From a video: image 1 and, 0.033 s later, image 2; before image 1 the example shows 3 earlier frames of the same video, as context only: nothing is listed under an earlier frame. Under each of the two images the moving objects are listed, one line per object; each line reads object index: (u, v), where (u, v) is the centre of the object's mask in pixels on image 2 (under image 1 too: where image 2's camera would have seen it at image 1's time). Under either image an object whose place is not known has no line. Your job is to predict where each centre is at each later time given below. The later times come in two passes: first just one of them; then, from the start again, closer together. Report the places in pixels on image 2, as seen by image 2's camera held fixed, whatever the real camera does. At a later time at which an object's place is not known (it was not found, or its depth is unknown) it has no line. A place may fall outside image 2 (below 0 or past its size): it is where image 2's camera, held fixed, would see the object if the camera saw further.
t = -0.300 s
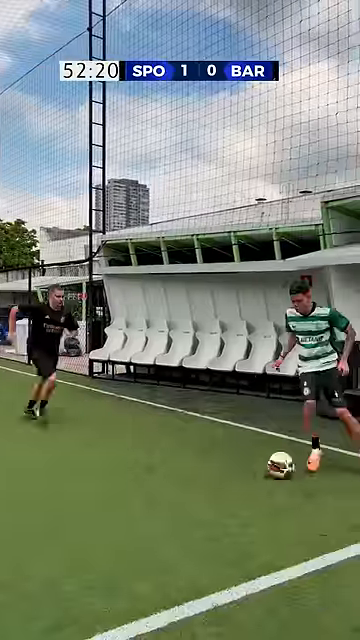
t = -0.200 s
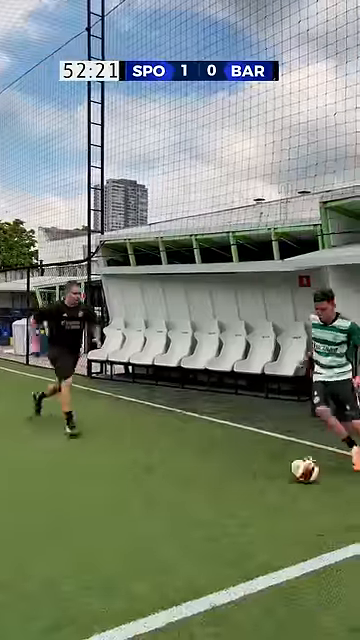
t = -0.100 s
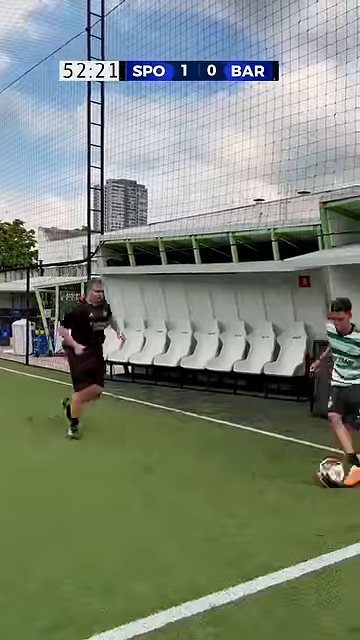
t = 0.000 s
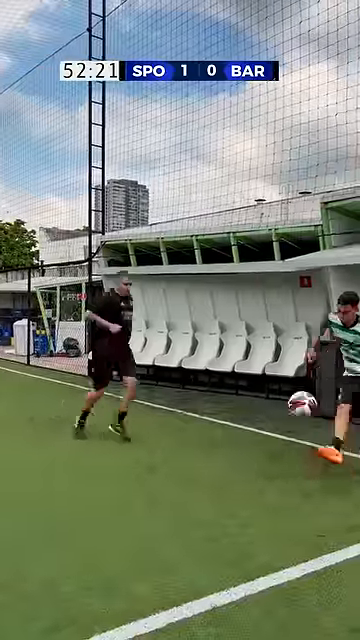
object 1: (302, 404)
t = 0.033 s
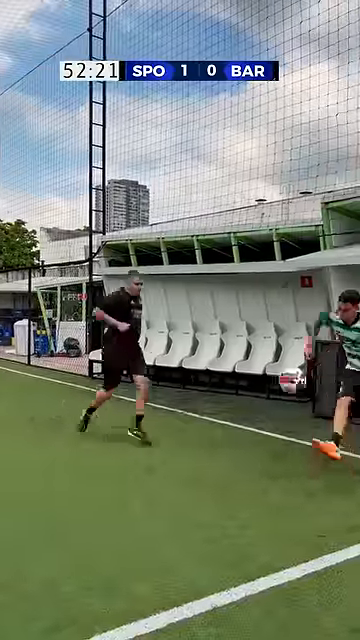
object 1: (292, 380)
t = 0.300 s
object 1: (219, 241)
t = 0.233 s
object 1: (231, 265)
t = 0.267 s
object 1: (221, 252)
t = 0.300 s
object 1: (219, 241)
